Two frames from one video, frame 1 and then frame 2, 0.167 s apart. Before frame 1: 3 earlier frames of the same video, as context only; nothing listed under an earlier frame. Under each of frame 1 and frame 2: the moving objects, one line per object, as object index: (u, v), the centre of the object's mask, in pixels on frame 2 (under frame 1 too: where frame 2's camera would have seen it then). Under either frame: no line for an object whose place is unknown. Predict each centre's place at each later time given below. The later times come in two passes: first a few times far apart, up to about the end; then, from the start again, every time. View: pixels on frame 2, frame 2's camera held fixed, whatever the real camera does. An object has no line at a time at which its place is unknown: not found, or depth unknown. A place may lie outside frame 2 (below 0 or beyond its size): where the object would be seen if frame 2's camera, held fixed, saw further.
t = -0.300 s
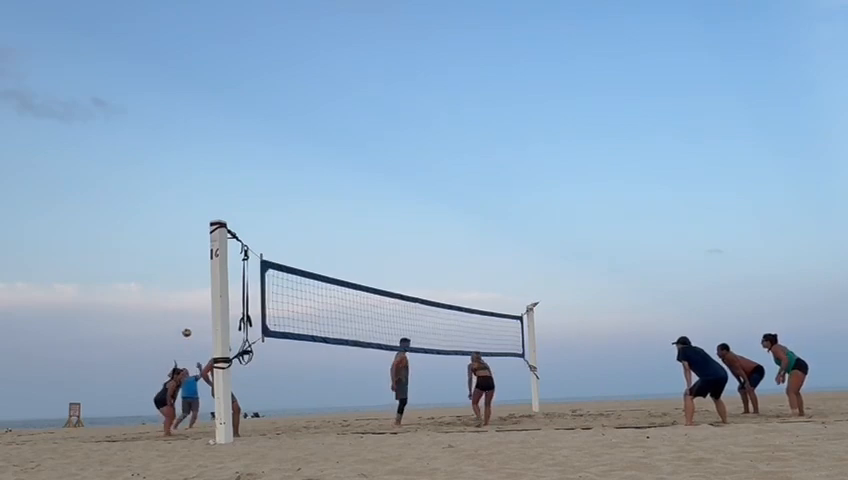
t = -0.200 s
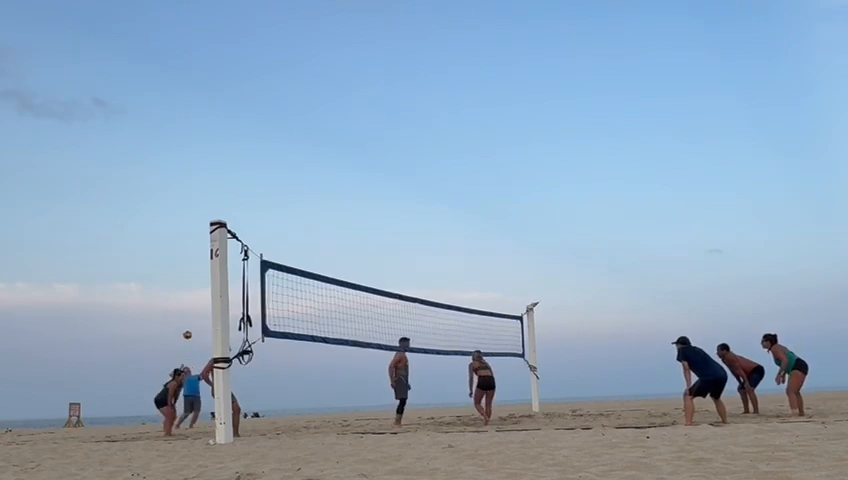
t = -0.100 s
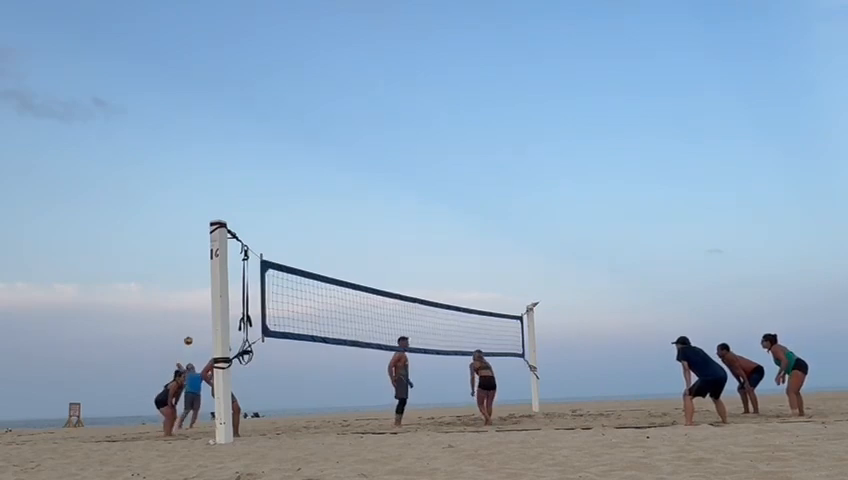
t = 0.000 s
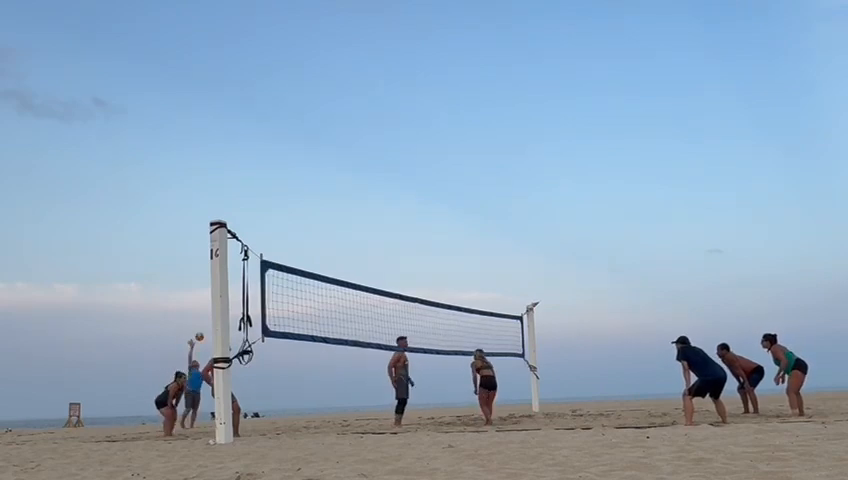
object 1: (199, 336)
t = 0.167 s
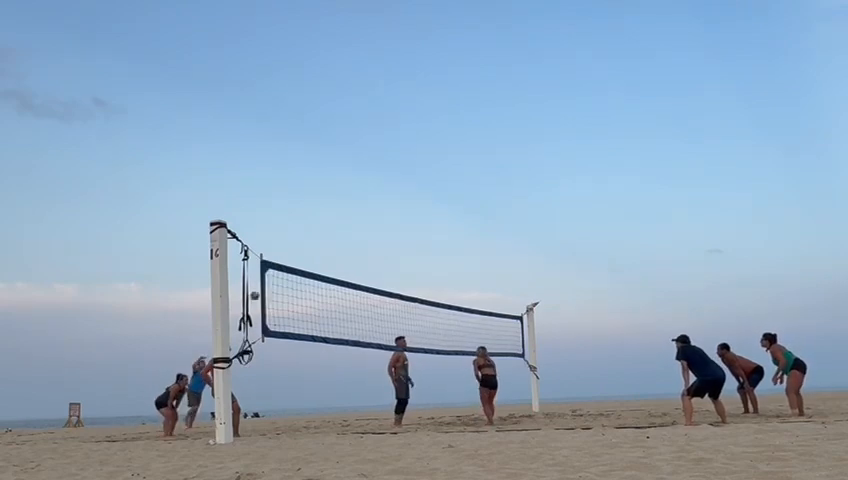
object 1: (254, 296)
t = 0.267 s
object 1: (289, 277)
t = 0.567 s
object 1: (407, 239)
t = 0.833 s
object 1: (525, 243)
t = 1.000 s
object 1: (606, 268)
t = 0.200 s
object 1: (267, 288)
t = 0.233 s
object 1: (278, 281)
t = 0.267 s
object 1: (289, 277)
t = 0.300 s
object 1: (302, 268)
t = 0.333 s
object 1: (314, 264)
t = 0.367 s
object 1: (327, 259)
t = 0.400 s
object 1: (340, 255)
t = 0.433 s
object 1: (353, 251)
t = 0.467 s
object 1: (366, 247)
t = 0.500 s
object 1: (380, 244)
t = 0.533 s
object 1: (394, 241)
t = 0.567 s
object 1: (407, 239)
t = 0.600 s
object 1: (421, 237)
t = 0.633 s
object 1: (436, 236)
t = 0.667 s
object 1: (450, 236)
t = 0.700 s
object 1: (465, 236)
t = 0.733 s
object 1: (479, 237)
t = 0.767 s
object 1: (494, 238)
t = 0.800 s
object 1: (509, 241)
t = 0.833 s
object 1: (525, 243)
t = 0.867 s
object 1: (541, 247)
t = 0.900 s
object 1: (557, 251)
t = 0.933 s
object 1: (573, 256)
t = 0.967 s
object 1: (589, 262)
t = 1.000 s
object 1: (606, 268)
